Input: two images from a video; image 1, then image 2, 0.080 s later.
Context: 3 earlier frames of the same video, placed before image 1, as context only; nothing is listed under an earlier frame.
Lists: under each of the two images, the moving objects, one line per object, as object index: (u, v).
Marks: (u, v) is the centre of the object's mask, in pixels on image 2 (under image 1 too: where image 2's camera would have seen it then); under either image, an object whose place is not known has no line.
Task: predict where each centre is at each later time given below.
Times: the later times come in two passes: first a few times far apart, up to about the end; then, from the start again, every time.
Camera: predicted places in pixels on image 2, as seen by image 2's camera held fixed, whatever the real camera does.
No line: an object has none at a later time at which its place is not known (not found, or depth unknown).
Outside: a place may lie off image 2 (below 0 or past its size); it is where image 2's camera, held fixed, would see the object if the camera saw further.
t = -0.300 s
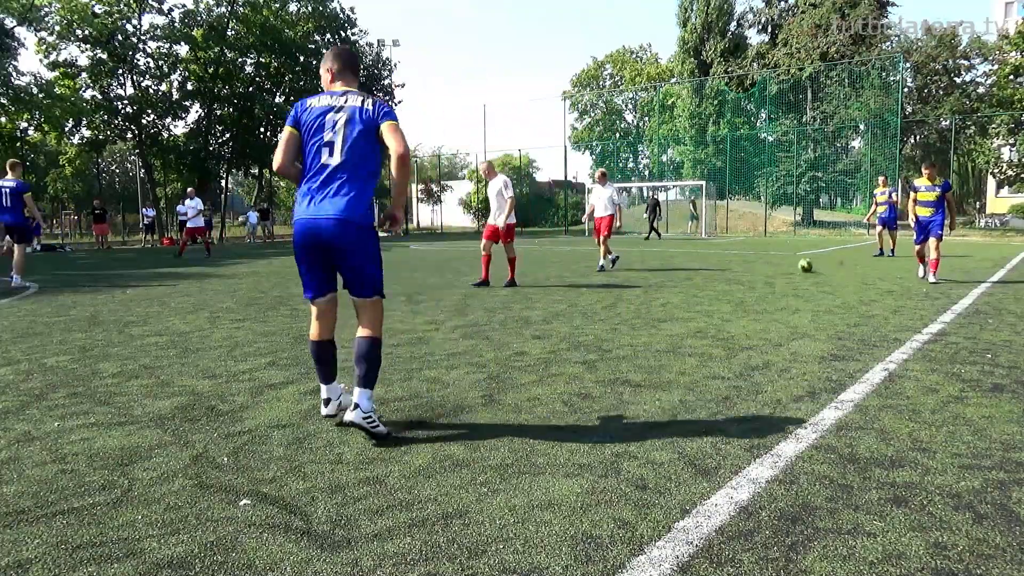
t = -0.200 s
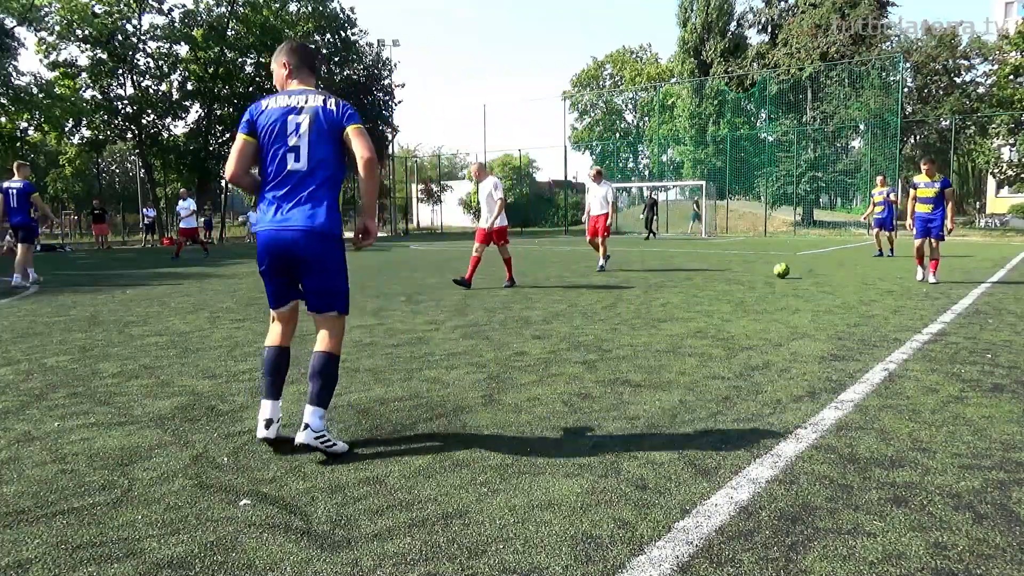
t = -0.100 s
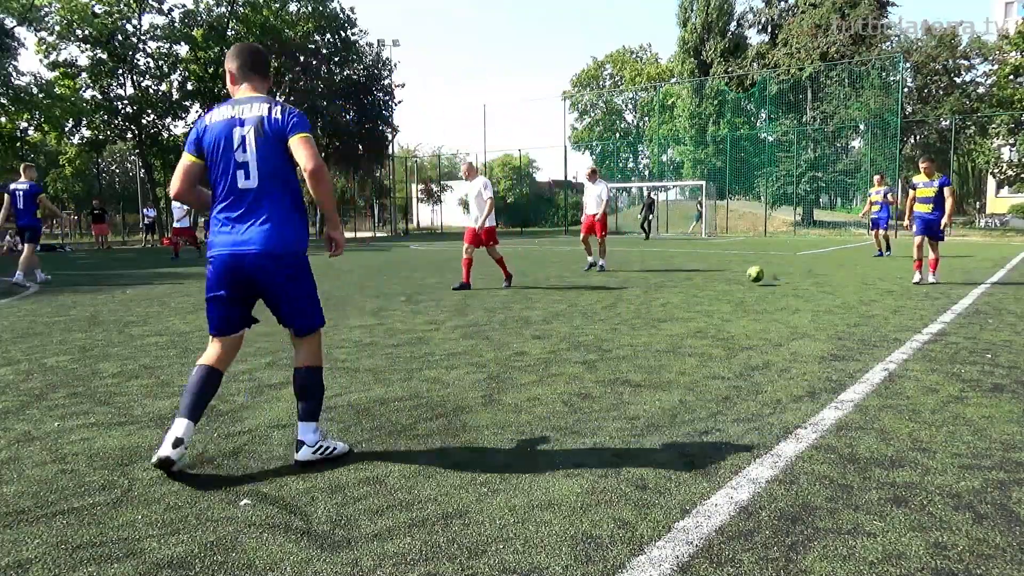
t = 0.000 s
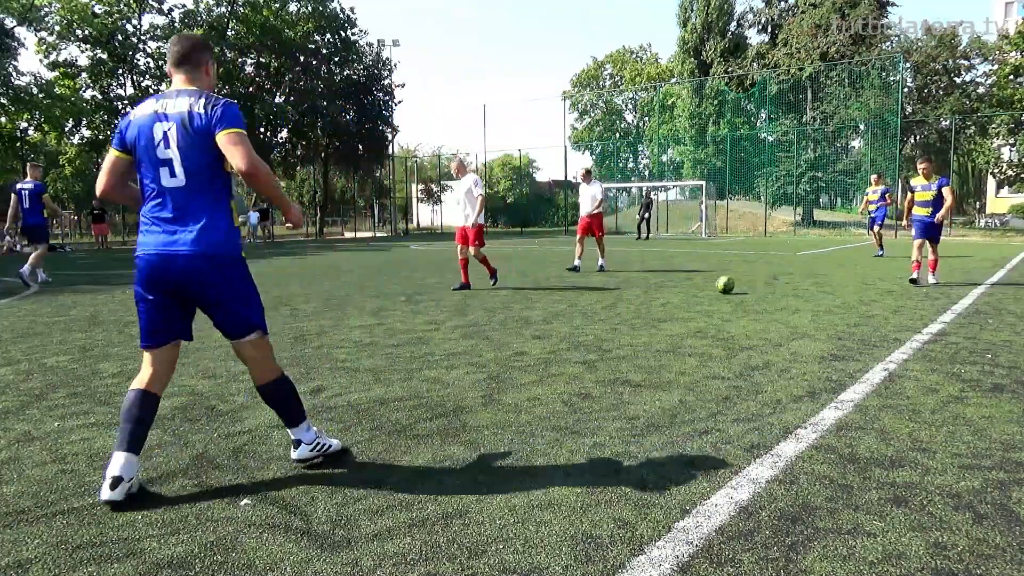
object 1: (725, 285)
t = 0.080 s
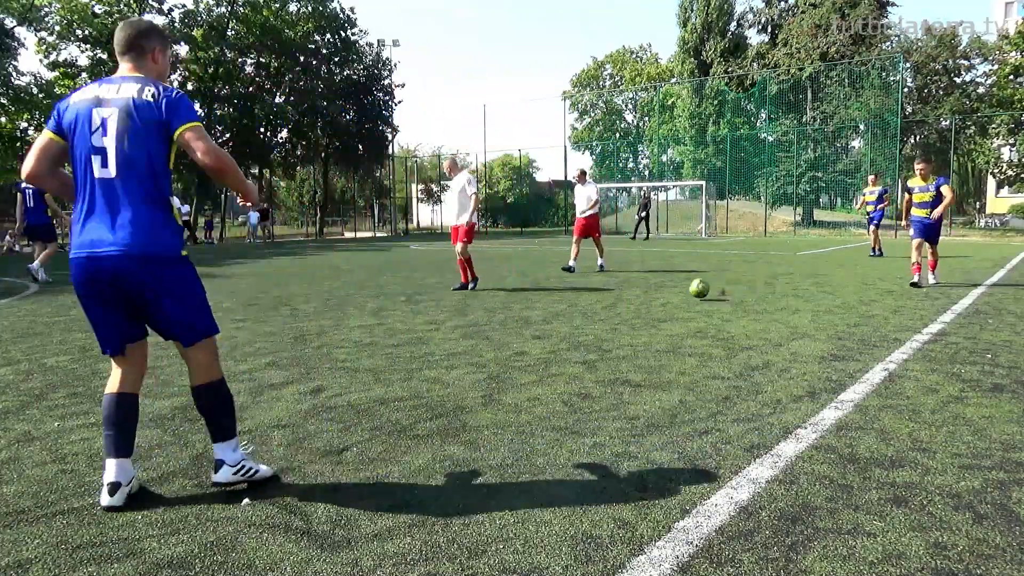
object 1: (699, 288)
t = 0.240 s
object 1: (640, 301)
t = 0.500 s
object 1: (508, 336)
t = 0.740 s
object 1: (297, 380)
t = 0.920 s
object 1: (15, 451)
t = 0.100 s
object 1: (692, 290)
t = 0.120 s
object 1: (685, 292)
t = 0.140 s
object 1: (678, 294)
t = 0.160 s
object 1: (670, 297)
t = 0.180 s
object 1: (663, 299)
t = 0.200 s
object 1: (655, 299)
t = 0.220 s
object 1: (648, 300)
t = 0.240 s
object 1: (640, 301)
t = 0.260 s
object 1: (631, 303)
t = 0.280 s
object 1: (623, 305)
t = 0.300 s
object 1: (615, 308)
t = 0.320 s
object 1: (606, 312)
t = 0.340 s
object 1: (596, 315)
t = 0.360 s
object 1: (587, 317)
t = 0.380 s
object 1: (577, 317)
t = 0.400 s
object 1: (567, 319)
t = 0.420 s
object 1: (556, 321)
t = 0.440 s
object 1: (544, 325)
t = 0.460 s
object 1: (533, 328)
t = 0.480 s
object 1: (521, 332)
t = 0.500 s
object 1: (508, 336)
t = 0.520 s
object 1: (495, 338)
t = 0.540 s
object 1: (482, 339)
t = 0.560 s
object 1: (467, 341)
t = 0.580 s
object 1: (452, 344)
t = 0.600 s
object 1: (436, 349)
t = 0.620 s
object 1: (420, 353)
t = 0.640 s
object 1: (402, 360)
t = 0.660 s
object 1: (384, 367)
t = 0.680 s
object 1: (364, 371)
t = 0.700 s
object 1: (343, 372)
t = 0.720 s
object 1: (321, 375)
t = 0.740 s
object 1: (297, 380)
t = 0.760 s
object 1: (273, 386)
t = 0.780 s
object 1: (247, 393)
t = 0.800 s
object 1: (219, 402)
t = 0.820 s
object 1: (188, 413)
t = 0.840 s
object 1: (158, 425)
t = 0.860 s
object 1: (121, 433)
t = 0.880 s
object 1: (84, 438)
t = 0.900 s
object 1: (44, 444)
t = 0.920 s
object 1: (15, 451)
